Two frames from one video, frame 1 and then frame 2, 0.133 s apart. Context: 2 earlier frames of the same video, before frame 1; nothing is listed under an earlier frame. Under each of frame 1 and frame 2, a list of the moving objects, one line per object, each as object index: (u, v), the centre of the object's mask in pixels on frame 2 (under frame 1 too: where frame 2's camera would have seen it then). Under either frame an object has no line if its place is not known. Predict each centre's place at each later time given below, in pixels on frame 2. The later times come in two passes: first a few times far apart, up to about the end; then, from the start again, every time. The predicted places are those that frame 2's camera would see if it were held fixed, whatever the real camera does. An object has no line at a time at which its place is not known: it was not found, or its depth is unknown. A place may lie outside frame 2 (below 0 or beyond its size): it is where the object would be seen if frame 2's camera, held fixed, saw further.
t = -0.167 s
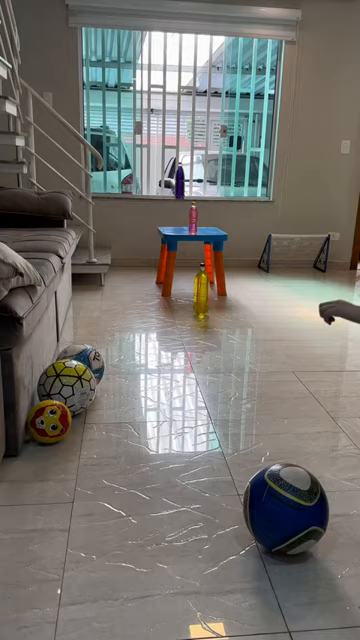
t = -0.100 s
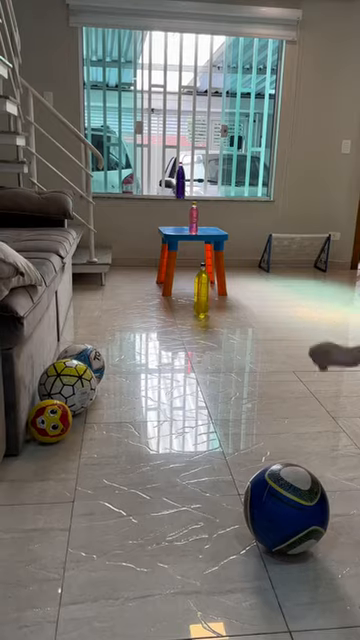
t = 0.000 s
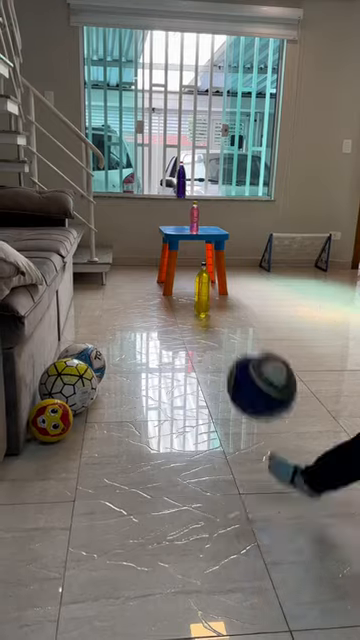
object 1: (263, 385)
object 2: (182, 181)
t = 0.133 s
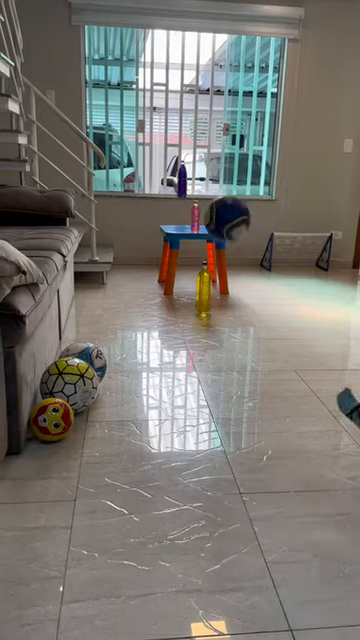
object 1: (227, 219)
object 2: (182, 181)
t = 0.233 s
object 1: (214, 174)
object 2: (182, 181)
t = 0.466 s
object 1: (194, 167)
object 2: (182, 182)
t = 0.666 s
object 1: (241, 183)
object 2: (177, 182)
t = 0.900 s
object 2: (176, 187)
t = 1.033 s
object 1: (344, 248)
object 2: (175, 204)
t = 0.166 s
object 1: (221, 199)
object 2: (182, 181)
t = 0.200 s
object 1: (218, 185)
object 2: (182, 180)
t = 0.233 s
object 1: (214, 174)
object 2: (182, 181)
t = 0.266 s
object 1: (211, 167)
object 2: (182, 181)
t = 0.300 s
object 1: (208, 164)
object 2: (182, 181)
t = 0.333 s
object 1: (205, 161)
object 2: (182, 180)
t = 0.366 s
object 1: (202, 160)
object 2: (182, 180)
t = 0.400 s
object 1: (199, 160)
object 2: (182, 181)
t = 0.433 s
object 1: (197, 164)
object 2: (182, 181)
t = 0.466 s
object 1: (194, 167)
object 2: (182, 182)
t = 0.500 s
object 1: (193, 171)
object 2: (181, 183)
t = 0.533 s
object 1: (196, 174)
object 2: (181, 181)
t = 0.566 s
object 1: (209, 174)
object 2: (178, 181)
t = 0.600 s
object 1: (221, 176)
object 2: (177, 181)
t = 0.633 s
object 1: (230, 179)
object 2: (176, 182)
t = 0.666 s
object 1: (241, 183)
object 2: (177, 182)
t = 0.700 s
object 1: (251, 189)
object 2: (176, 184)
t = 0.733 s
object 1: (261, 197)
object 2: (176, 186)
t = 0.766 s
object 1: (270, 205)
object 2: (176, 190)
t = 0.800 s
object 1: (280, 214)
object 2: (176, 187)
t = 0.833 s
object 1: (289, 225)
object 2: (176, 187)
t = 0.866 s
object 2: (176, 187)
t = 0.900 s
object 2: (176, 187)
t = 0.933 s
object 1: (319, 265)
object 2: (176, 189)
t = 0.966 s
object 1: (327, 263)
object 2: (176, 192)
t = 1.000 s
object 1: (335, 255)
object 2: (176, 198)
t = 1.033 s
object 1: (344, 248)
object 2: (175, 204)
